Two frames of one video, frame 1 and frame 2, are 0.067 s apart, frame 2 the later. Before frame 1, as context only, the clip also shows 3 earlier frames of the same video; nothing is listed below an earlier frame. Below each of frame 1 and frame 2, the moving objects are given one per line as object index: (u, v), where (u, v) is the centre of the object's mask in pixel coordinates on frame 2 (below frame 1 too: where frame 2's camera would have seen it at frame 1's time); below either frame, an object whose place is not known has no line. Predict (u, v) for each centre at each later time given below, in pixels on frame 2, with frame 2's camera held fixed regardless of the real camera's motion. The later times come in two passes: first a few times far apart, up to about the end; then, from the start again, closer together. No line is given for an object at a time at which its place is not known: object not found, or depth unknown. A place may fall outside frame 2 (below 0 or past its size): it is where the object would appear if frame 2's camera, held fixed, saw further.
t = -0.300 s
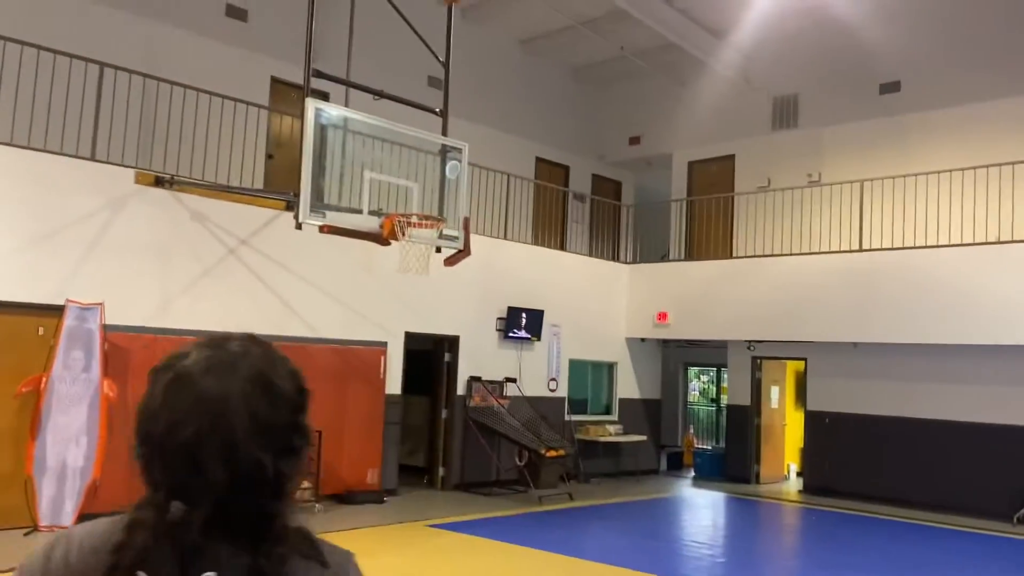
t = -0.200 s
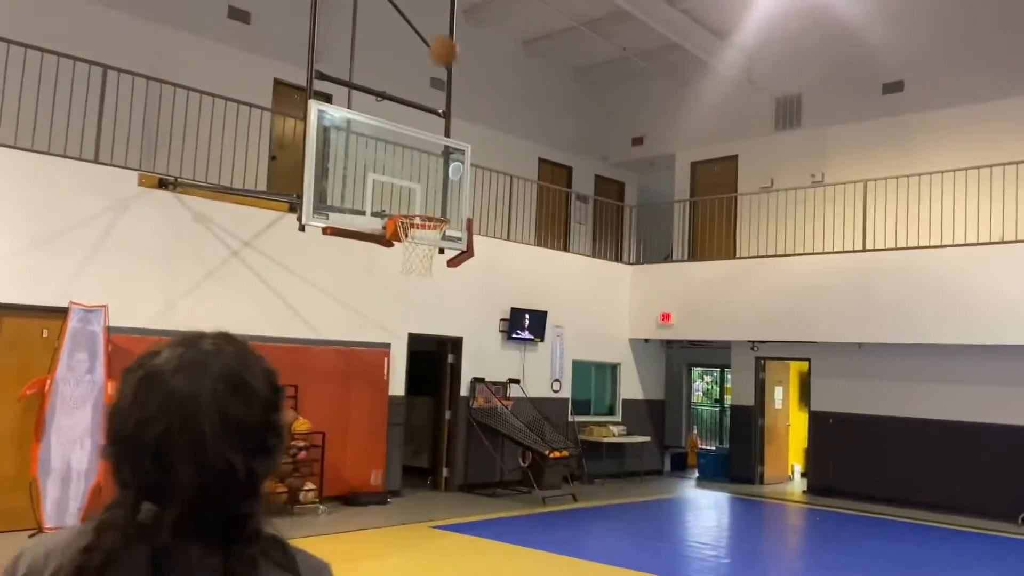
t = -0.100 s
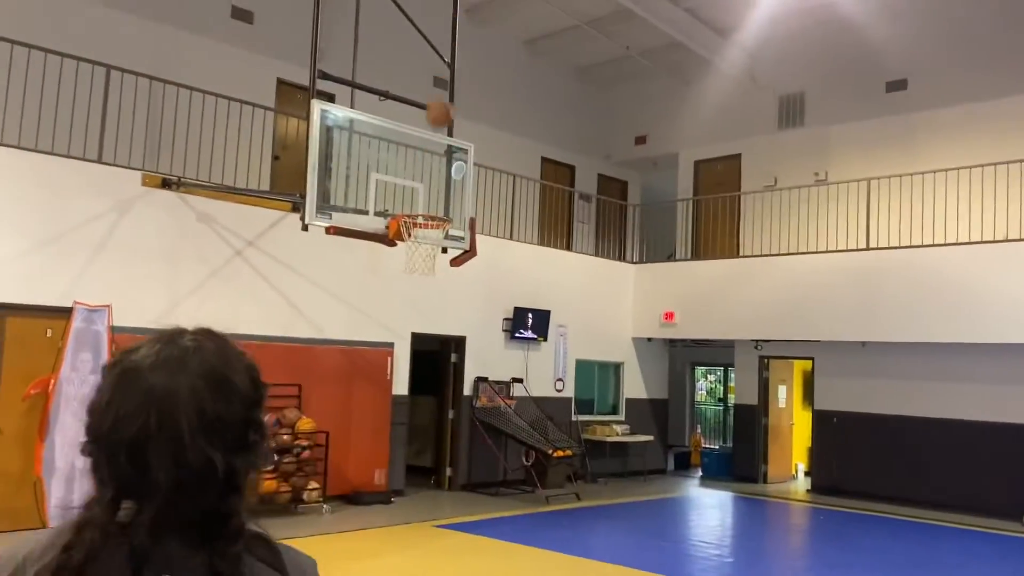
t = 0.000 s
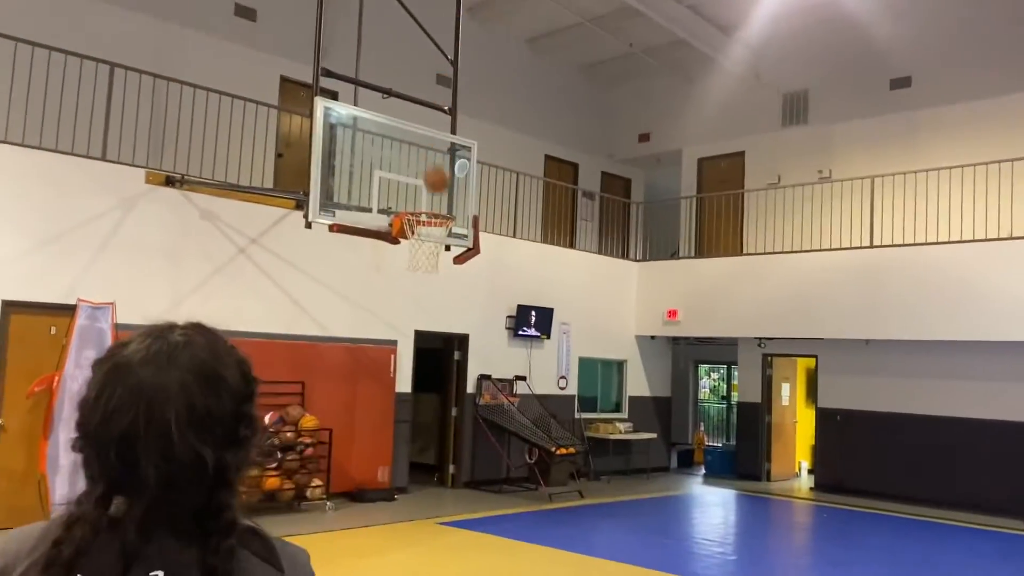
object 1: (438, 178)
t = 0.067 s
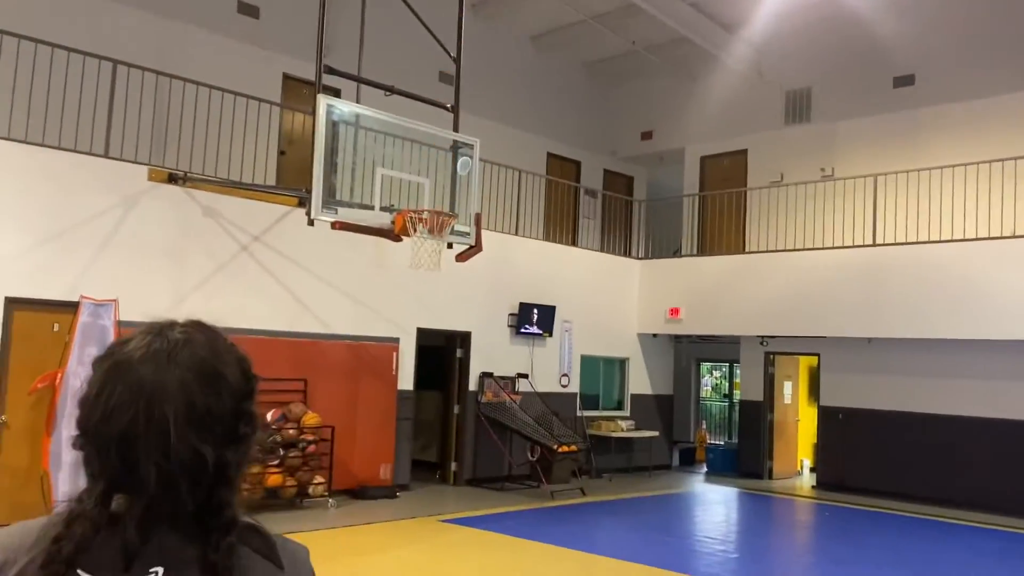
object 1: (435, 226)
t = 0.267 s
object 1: (420, 276)
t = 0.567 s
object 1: (395, 401)
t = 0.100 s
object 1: (433, 241)
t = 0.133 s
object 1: (431, 248)
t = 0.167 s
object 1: (428, 254)
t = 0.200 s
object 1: (426, 260)
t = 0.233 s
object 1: (423, 267)
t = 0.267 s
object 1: (420, 276)
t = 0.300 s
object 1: (418, 285)
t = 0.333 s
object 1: (415, 296)
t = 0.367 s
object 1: (412, 308)
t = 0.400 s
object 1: (409, 321)
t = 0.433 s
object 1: (406, 335)
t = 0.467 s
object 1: (404, 350)
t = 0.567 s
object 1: (395, 401)
